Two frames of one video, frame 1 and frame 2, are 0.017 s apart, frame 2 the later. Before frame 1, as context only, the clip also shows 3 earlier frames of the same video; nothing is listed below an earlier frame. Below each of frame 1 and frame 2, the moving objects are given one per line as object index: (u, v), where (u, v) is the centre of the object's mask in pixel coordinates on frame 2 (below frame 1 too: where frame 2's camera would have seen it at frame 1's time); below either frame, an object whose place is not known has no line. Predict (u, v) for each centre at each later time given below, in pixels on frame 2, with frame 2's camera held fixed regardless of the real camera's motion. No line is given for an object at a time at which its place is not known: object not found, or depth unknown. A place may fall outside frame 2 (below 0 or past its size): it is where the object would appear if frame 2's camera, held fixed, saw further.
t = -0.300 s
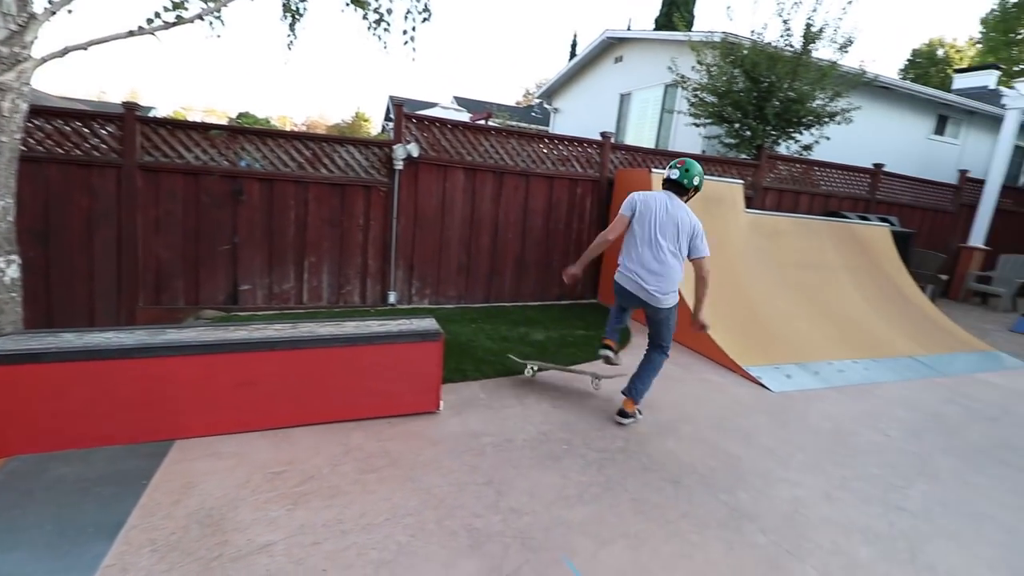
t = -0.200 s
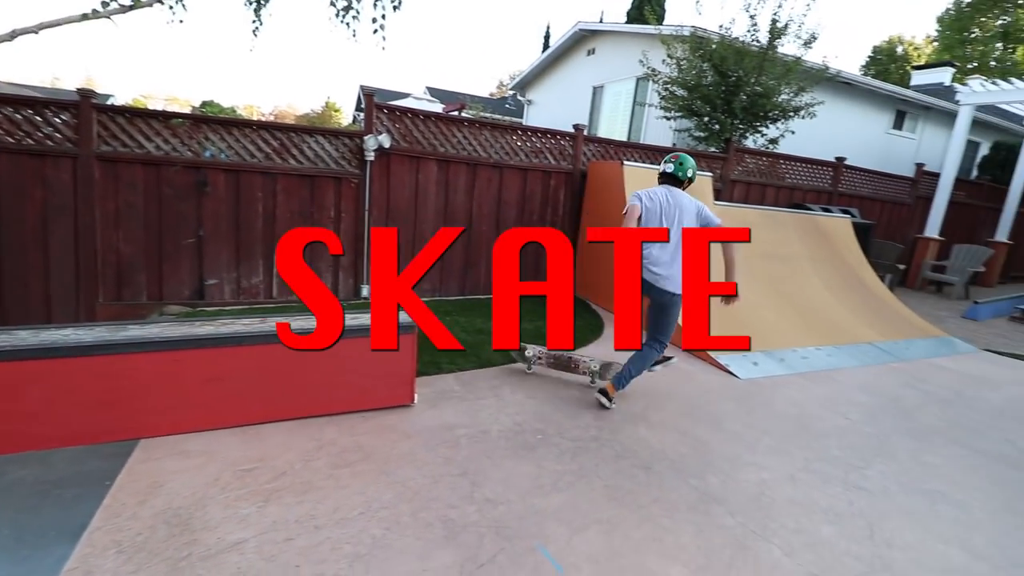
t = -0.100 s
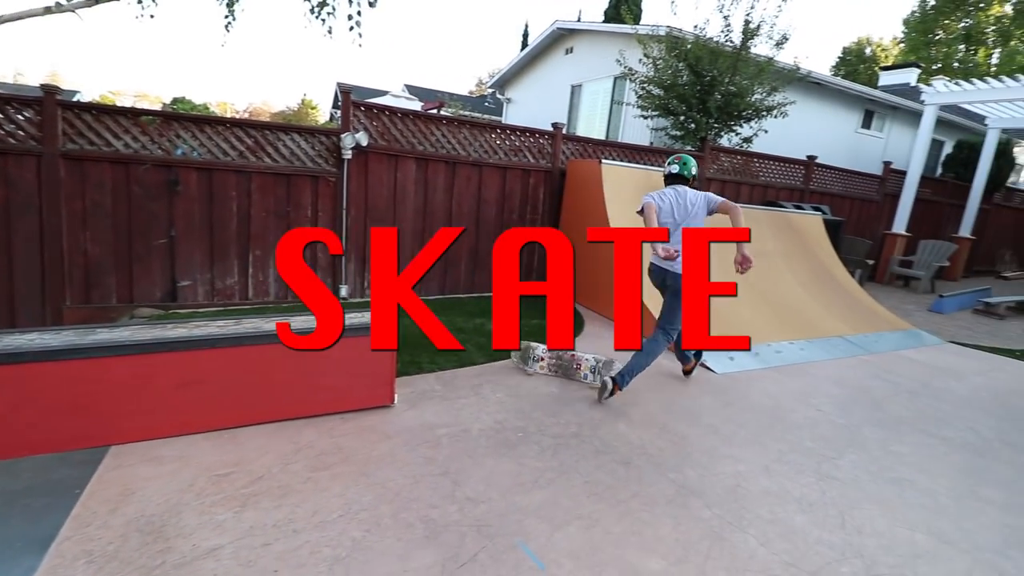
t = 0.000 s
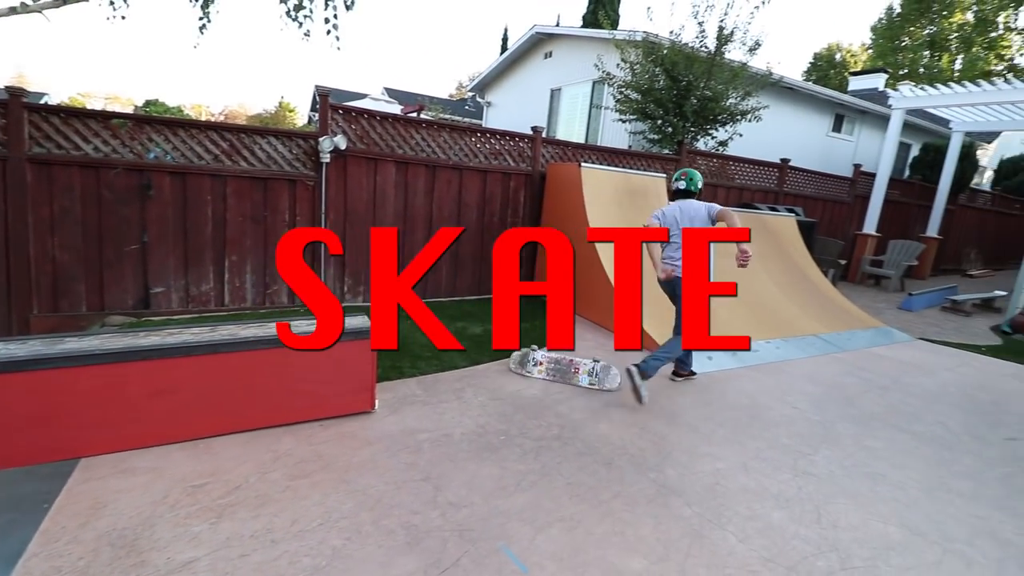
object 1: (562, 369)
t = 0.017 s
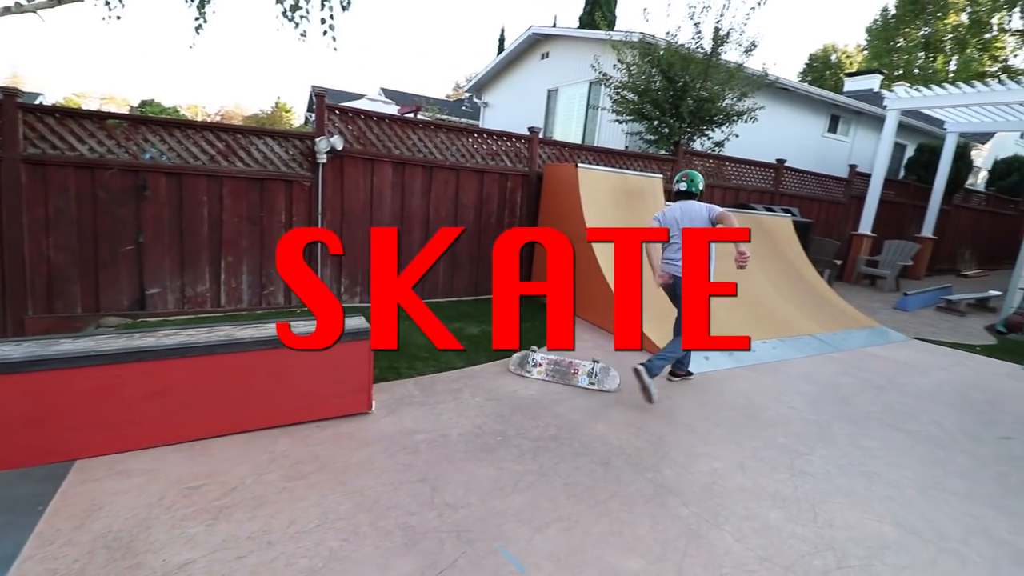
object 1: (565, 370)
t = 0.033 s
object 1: (567, 371)
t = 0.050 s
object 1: (570, 373)
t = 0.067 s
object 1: (572, 374)
